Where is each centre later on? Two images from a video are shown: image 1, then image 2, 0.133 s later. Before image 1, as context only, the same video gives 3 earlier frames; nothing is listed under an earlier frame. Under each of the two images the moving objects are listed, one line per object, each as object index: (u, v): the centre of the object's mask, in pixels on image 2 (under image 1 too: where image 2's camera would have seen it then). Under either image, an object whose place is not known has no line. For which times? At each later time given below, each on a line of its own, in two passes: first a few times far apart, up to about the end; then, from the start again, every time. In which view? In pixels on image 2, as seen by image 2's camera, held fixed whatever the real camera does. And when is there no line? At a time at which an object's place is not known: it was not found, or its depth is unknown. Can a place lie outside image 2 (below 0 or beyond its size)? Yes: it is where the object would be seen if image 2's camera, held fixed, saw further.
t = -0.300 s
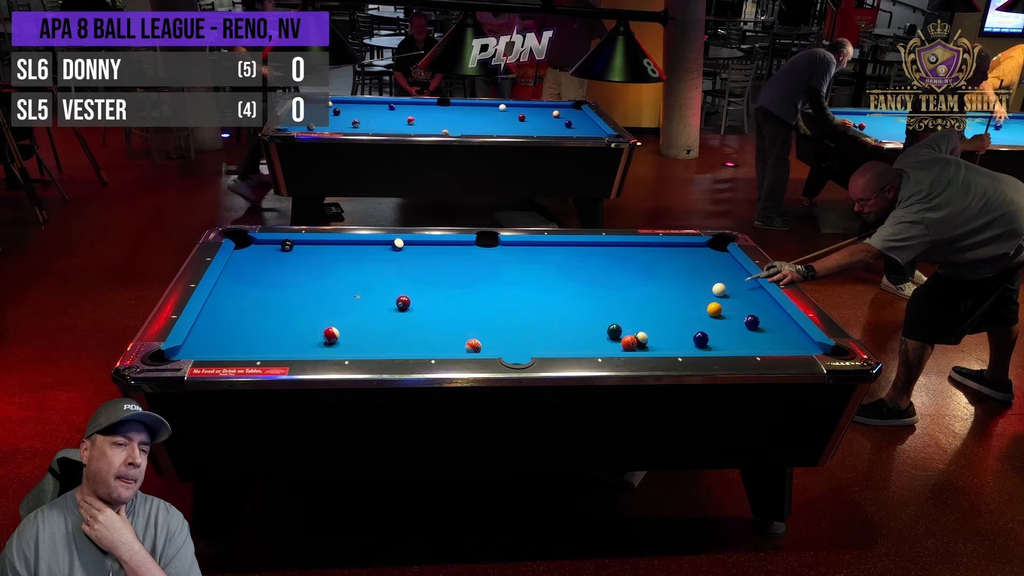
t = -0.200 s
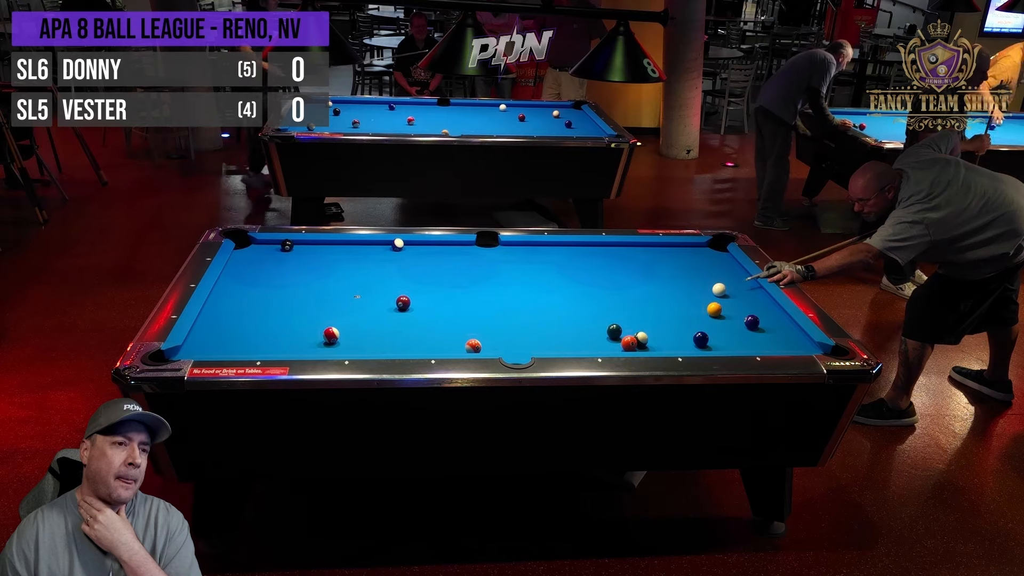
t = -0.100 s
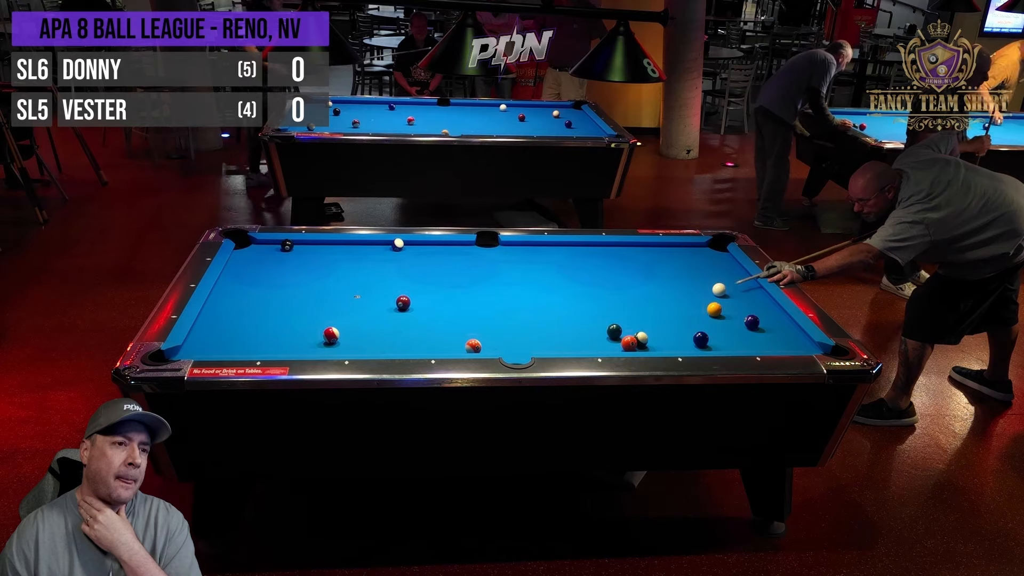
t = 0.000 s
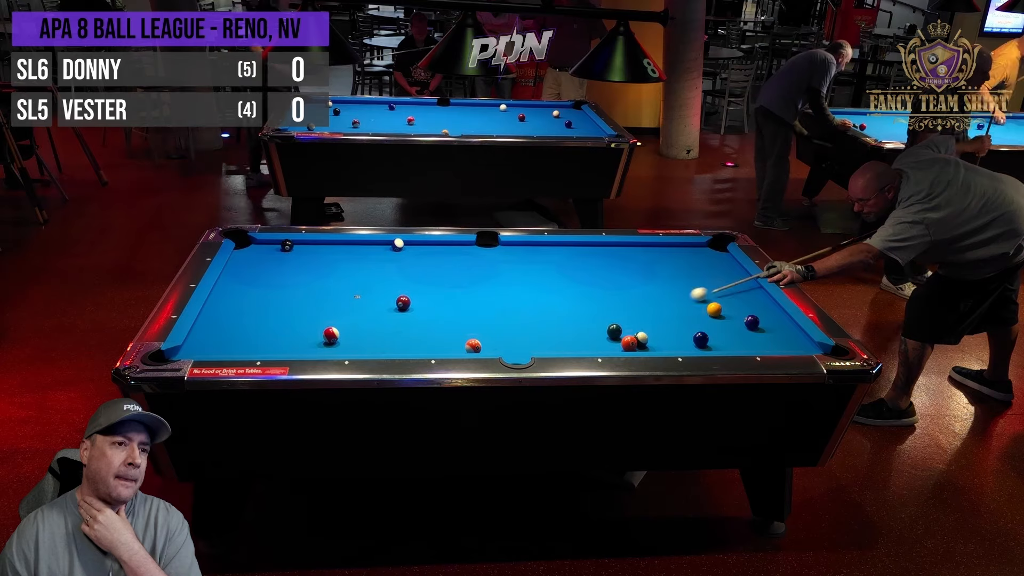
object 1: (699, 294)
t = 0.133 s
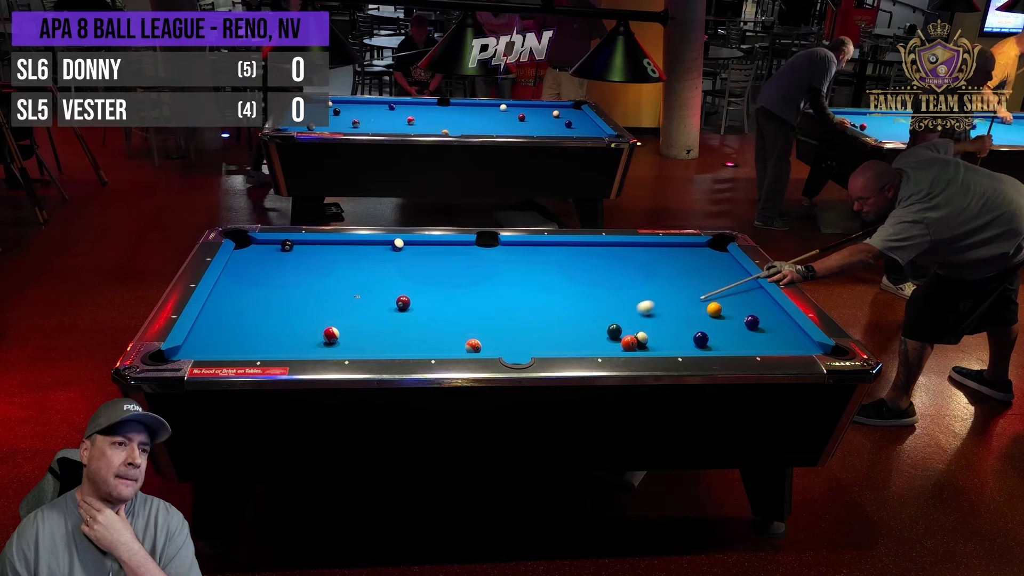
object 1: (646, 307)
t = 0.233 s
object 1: (607, 317)
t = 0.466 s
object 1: (513, 341)
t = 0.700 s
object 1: (486, 343)
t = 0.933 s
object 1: (469, 332)
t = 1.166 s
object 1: (454, 323)
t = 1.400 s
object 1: (439, 314)
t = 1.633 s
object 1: (426, 306)
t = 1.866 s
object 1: (416, 299)
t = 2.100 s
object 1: (409, 291)
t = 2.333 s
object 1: (402, 285)
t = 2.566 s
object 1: (396, 279)
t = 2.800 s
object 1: (390, 274)
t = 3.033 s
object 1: (386, 269)
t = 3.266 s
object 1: (381, 264)
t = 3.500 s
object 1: (377, 260)
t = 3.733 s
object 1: (373, 257)
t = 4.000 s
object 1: (369, 253)
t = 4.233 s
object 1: (366, 250)
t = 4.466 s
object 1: (363, 247)
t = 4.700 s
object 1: (360, 245)
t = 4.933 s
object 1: (358, 243)
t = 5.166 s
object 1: (357, 243)
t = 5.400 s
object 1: (356, 244)
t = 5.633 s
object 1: (356, 245)
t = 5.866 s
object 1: (356, 245)
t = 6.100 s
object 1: (356, 245)
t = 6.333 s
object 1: (356, 245)
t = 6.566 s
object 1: (356, 245)
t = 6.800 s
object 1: (356, 245)
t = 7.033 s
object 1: (356, 245)
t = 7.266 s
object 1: (356, 245)
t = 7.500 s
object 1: (356, 245)
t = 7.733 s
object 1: (356, 245)
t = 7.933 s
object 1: (356, 245)
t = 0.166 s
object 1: (632, 311)
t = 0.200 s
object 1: (620, 314)
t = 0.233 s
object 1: (607, 317)
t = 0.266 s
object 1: (595, 320)
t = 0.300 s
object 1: (582, 323)
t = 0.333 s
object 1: (569, 327)
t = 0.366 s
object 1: (555, 330)
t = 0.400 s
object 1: (541, 334)
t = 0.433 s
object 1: (527, 337)
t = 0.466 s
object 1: (513, 341)
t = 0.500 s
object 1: (499, 345)
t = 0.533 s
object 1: (489, 347)
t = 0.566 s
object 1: (490, 349)
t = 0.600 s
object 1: (489, 347)
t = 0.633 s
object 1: (489, 346)
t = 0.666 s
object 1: (488, 345)
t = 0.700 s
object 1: (486, 343)
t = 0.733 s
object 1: (484, 341)
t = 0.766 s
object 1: (482, 340)
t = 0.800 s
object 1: (479, 338)
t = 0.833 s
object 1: (477, 337)
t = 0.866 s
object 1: (474, 335)
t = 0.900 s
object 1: (472, 334)
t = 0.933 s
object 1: (469, 332)
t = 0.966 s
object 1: (467, 331)
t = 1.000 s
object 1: (465, 329)
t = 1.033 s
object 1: (463, 328)
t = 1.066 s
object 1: (460, 327)
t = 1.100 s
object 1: (458, 325)
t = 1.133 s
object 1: (456, 324)
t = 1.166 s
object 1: (454, 323)
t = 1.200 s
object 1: (452, 322)
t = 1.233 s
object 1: (450, 320)
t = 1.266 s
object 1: (447, 319)
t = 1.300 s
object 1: (445, 318)
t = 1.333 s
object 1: (443, 317)
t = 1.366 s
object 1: (441, 315)
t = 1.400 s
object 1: (439, 314)
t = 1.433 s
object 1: (438, 313)
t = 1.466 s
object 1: (436, 312)
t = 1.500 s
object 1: (434, 311)
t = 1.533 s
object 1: (432, 310)
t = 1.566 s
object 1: (430, 308)
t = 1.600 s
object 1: (428, 307)
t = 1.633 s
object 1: (426, 306)
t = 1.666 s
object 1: (425, 305)
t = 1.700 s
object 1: (423, 304)
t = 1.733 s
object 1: (421, 303)
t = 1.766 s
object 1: (420, 302)
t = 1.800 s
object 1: (418, 301)
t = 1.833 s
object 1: (417, 299)
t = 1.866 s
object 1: (416, 299)
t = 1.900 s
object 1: (414, 297)
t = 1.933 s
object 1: (413, 296)
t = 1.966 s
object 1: (413, 295)
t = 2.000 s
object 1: (411, 294)
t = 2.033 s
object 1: (411, 293)
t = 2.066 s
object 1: (410, 292)
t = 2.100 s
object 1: (409, 291)
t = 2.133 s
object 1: (408, 291)
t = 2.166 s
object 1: (407, 290)
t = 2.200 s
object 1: (406, 289)
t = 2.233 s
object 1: (405, 288)
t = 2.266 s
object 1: (403, 287)
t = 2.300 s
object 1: (402, 286)
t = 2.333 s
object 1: (402, 285)
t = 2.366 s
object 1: (401, 284)
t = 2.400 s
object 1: (400, 283)
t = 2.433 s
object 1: (399, 283)
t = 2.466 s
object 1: (398, 282)
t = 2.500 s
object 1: (397, 281)
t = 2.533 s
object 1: (397, 280)
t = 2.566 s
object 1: (396, 279)
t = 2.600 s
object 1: (395, 278)
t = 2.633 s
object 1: (394, 278)
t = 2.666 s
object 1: (393, 277)
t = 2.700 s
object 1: (393, 276)
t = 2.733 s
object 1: (392, 275)
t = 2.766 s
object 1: (391, 275)
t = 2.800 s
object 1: (390, 274)
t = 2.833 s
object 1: (390, 273)
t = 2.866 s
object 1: (389, 272)
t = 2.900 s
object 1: (388, 272)
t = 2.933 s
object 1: (388, 271)
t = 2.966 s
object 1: (387, 270)
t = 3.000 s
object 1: (386, 270)
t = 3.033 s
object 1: (386, 269)
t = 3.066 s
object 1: (385, 268)
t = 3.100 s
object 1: (384, 268)
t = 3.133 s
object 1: (383, 267)
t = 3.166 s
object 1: (383, 266)
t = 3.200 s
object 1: (382, 266)
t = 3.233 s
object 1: (382, 265)
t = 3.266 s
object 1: (381, 264)
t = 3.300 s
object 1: (380, 264)
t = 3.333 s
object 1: (380, 263)
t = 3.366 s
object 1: (379, 263)
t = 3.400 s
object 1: (378, 262)
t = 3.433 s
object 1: (378, 261)
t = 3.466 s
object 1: (377, 261)
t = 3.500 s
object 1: (377, 260)
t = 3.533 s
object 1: (376, 260)
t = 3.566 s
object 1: (376, 259)
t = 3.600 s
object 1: (375, 259)
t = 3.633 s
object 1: (374, 258)
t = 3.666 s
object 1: (374, 258)
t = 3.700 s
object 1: (373, 257)
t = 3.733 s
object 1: (373, 257)
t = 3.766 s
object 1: (372, 256)
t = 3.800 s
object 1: (372, 256)
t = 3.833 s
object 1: (371, 255)
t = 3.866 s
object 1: (371, 255)
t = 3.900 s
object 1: (370, 254)
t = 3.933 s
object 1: (370, 254)
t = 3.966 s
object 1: (369, 254)
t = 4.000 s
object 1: (369, 253)
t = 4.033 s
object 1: (368, 253)
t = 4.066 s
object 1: (368, 252)
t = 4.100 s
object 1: (367, 252)
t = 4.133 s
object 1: (367, 252)
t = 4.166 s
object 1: (366, 251)
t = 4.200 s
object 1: (366, 251)
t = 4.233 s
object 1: (366, 250)
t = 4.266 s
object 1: (365, 250)
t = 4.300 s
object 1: (365, 249)
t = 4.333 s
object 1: (365, 249)
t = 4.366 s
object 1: (364, 249)
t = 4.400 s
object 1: (364, 248)
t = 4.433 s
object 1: (363, 248)
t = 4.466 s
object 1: (363, 247)
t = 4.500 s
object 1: (363, 247)
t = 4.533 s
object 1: (362, 247)
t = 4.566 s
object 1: (362, 247)
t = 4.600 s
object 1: (361, 246)
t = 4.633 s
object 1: (361, 246)
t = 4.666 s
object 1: (361, 246)
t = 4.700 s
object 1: (360, 245)
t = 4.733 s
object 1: (360, 245)
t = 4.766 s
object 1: (360, 245)
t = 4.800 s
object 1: (359, 244)
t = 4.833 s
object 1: (359, 244)
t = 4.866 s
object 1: (359, 244)
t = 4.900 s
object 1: (358, 244)
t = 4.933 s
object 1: (358, 243)
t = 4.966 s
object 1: (358, 243)
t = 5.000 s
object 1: (358, 243)
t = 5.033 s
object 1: (358, 243)
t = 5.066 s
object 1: (357, 243)
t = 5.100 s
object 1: (357, 243)
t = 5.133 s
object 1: (357, 243)
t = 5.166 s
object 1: (357, 243)
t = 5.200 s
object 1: (357, 243)
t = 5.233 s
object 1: (357, 244)
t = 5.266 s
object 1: (357, 244)
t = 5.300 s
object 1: (357, 244)
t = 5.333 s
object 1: (357, 244)
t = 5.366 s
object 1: (356, 244)
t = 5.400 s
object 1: (356, 244)
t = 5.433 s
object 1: (356, 244)
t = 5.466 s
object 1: (356, 244)
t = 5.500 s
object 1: (356, 245)
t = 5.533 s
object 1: (356, 245)
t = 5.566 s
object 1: (356, 245)
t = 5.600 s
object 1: (356, 245)
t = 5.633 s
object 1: (356, 245)
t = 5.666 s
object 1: (356, 245)
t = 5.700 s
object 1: (356, 245)
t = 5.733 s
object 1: (356, 245)
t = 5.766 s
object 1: (356, 245)
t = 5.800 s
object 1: (356, 245)
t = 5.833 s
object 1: (356, 245)
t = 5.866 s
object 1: (356, 245)
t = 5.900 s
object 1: (356, 245)
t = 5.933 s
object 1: (356, 245)
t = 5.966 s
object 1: (356, 245)
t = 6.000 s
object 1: (356, 245)
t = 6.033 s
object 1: (356, 245)
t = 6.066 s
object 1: (356, 245)
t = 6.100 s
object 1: (356, 245)
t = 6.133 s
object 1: (356, 245)
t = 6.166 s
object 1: (356, 245)
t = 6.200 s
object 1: (356, 245)
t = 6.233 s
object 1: (356, 245)
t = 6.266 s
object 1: (356, 245)
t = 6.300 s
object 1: (356, 245)
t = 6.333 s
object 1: (356, 245)
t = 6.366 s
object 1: (356, 245)
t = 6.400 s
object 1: (356, 245)
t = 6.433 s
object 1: (356, 245)
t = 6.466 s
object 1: (356, 245)
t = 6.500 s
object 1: (356, 245)
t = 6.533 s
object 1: (356, 245)
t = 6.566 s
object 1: (356, 245)
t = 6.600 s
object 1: (356, 245)
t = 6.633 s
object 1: (356, 245)
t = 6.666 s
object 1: (356, 245)
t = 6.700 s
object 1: (356, 245)
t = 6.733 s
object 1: (356, 245)
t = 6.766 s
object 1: (356, 245)
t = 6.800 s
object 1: (356, 245)
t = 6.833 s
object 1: (356, 245)
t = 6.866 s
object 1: (356, 245)
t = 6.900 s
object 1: (356, 245)
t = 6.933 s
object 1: (356, 245)
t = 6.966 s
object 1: (356, 245)
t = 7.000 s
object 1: (356, 245)
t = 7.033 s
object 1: (356, 245)
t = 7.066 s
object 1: (356, 245)
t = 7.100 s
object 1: (356, 245)
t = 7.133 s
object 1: (356, 245)
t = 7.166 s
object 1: (356, 245)
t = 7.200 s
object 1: (356, 245)
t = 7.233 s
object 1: (356, 245)
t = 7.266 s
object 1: (356, 245)
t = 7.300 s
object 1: (356, 245)
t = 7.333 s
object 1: (356, 245)
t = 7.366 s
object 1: (356, 245)
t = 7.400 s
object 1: (356, 245)
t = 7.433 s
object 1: (356, 245)
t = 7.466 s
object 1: (356, 245)
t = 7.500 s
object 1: (356, 245)
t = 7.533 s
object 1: (356, 245)
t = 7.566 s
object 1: (356, 245)
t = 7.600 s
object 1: (356, 245)
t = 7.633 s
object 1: (356, 245)
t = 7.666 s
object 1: (356, 245)
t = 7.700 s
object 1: (356, 245)
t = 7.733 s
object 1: (356, 245)
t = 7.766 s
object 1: (356, 245)
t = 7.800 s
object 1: (356, 245)
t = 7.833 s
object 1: (356, 245)
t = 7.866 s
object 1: (356, 245)
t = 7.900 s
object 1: (356, 245)
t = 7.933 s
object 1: (356, 245)
